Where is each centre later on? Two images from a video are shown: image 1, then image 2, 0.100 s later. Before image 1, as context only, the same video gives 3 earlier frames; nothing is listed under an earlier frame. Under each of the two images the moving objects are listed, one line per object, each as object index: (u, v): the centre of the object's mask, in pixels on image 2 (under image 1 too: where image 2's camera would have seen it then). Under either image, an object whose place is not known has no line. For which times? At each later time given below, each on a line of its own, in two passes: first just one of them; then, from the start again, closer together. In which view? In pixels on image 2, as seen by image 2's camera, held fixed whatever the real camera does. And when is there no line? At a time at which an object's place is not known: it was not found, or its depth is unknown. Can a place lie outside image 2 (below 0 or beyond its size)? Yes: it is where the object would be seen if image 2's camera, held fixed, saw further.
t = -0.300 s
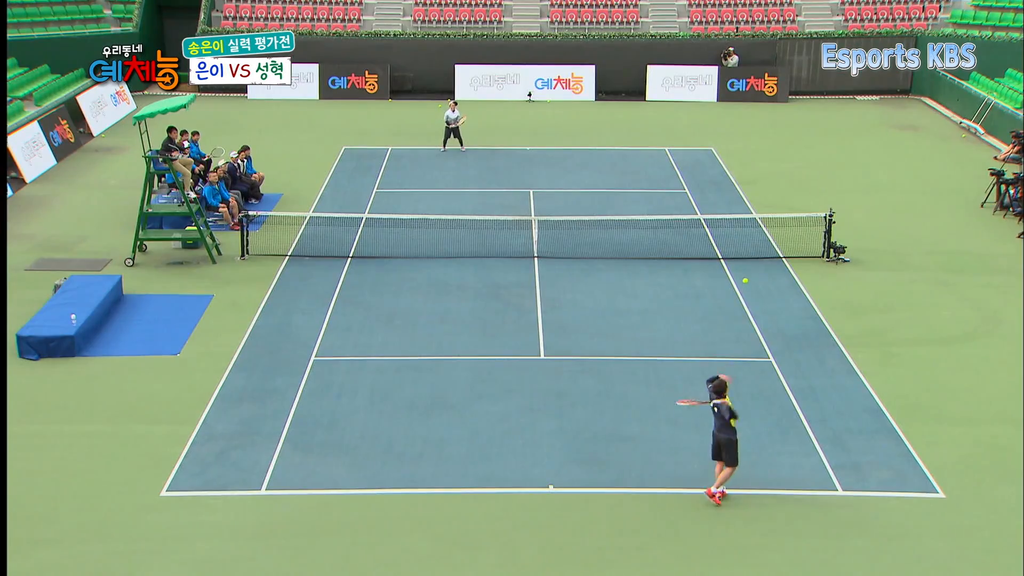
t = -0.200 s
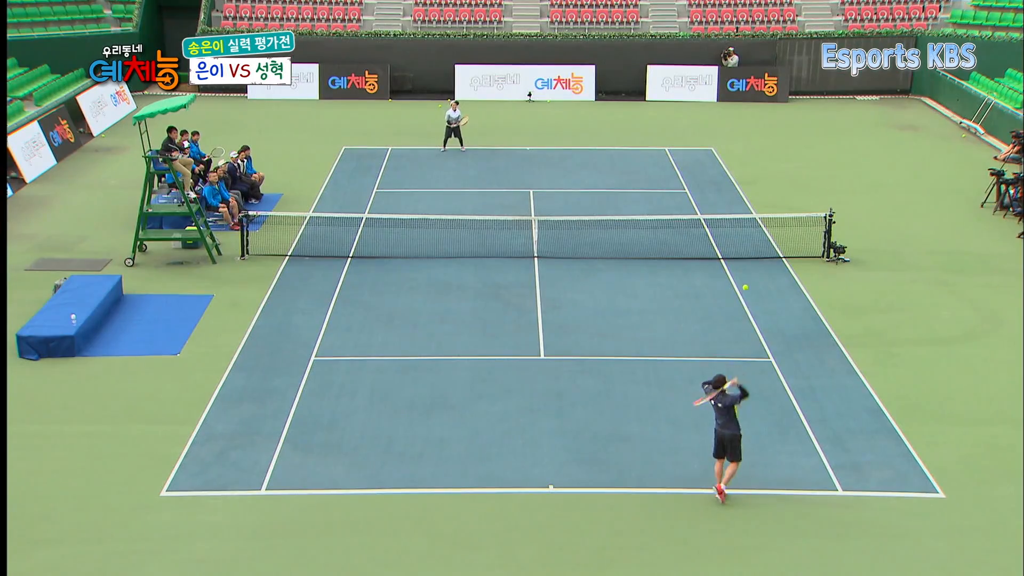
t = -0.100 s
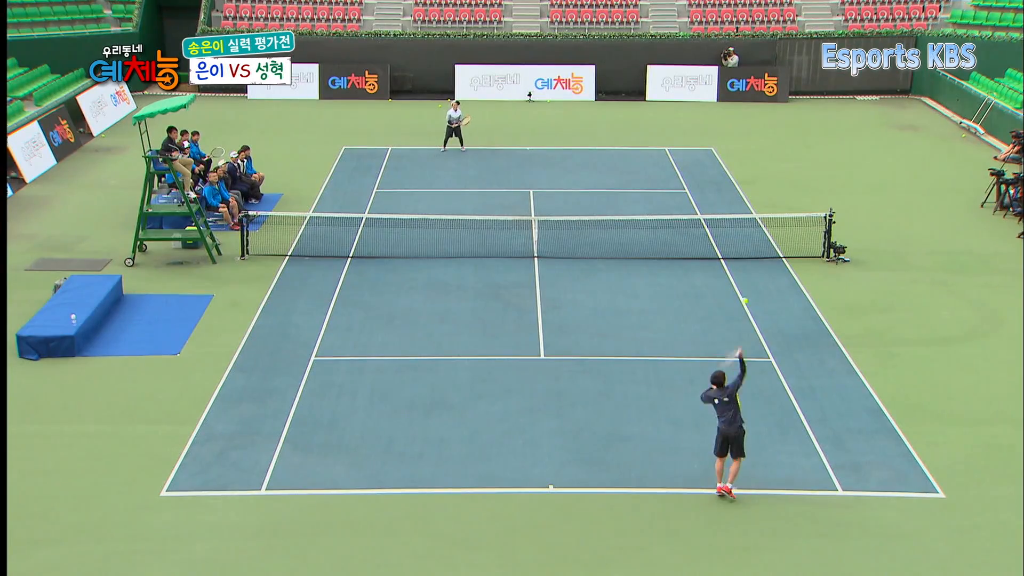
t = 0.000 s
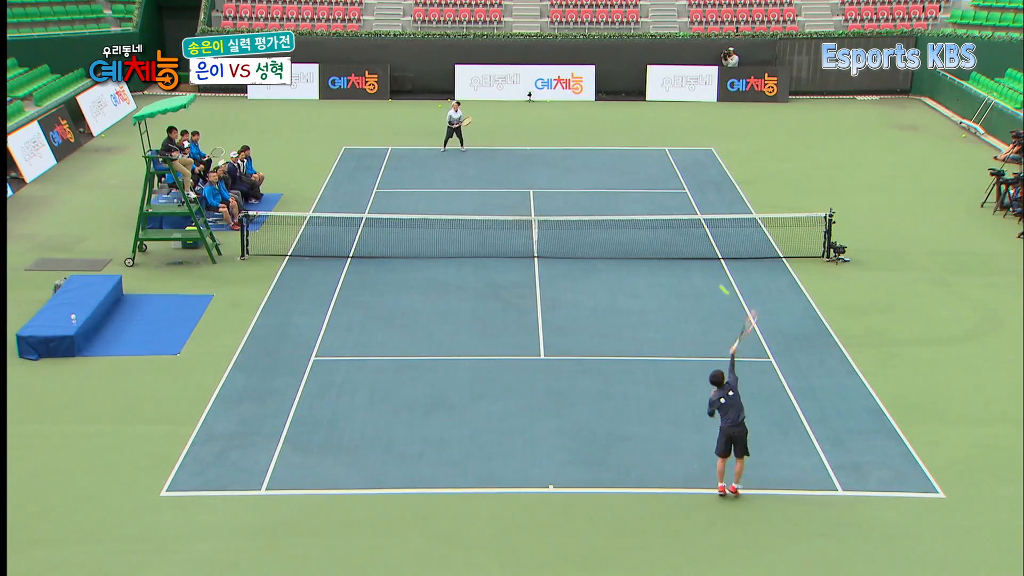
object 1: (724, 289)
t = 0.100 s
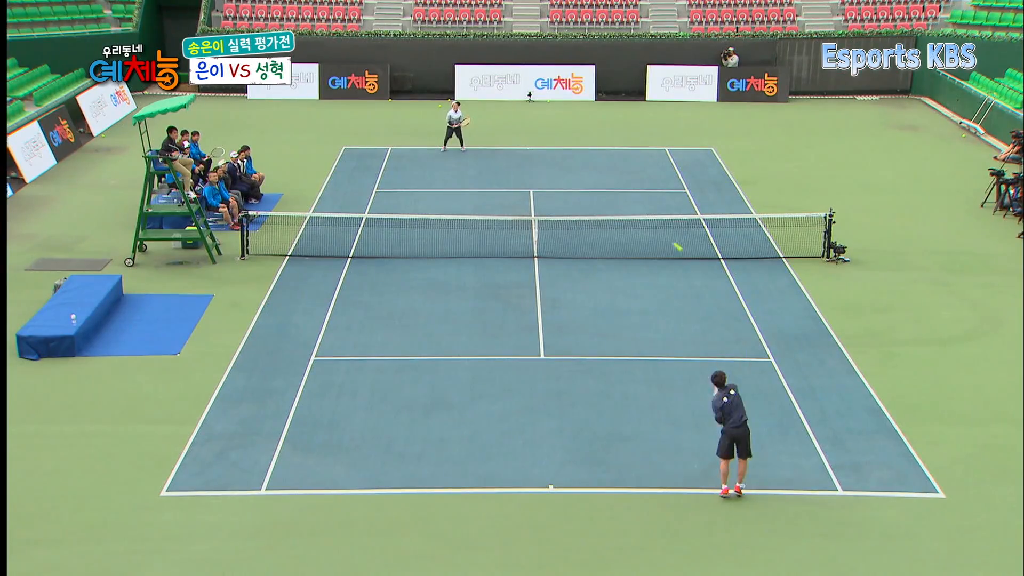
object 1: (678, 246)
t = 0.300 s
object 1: (603, 196)
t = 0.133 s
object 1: (663, 235)
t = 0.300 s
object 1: (603, 196)
